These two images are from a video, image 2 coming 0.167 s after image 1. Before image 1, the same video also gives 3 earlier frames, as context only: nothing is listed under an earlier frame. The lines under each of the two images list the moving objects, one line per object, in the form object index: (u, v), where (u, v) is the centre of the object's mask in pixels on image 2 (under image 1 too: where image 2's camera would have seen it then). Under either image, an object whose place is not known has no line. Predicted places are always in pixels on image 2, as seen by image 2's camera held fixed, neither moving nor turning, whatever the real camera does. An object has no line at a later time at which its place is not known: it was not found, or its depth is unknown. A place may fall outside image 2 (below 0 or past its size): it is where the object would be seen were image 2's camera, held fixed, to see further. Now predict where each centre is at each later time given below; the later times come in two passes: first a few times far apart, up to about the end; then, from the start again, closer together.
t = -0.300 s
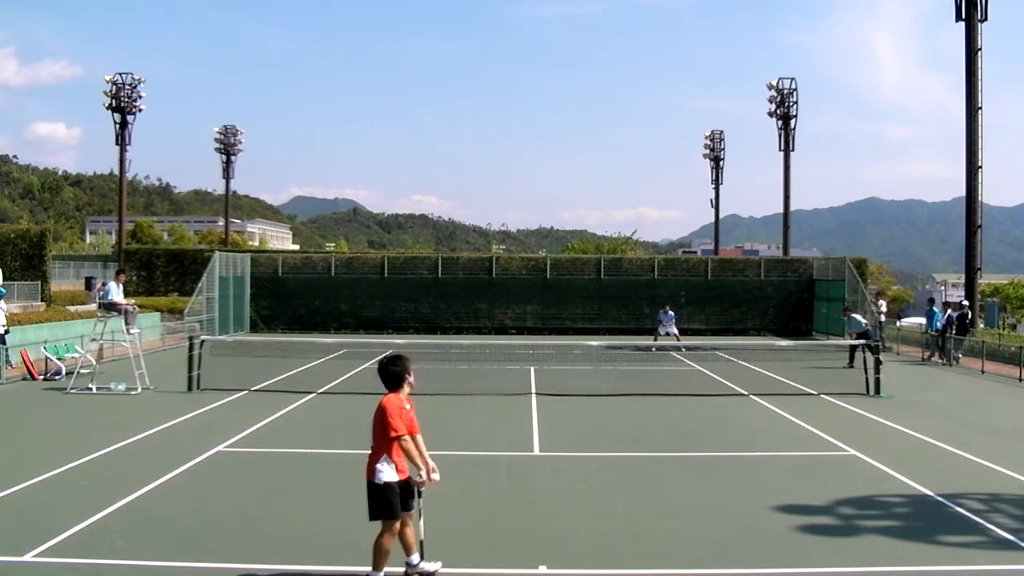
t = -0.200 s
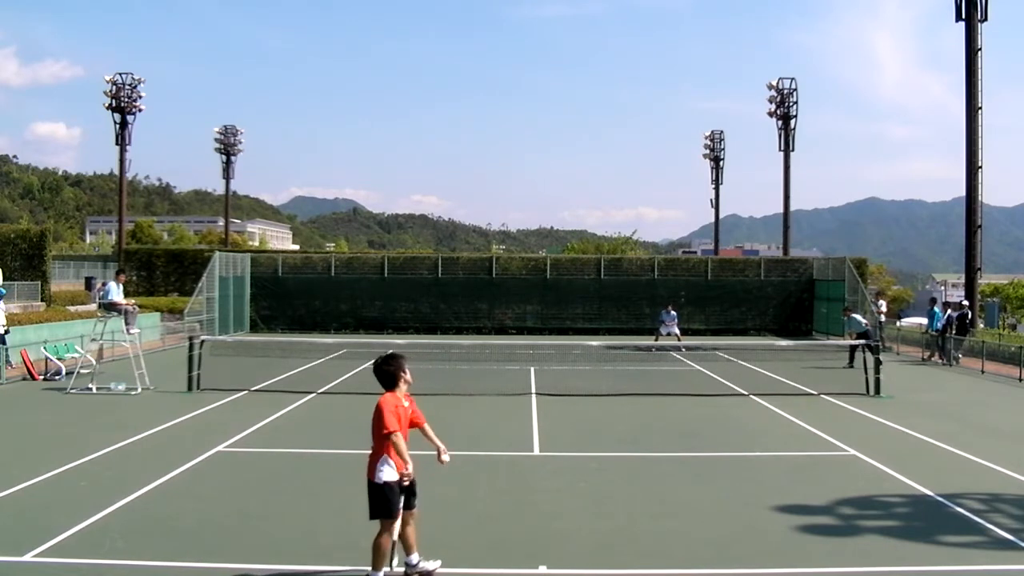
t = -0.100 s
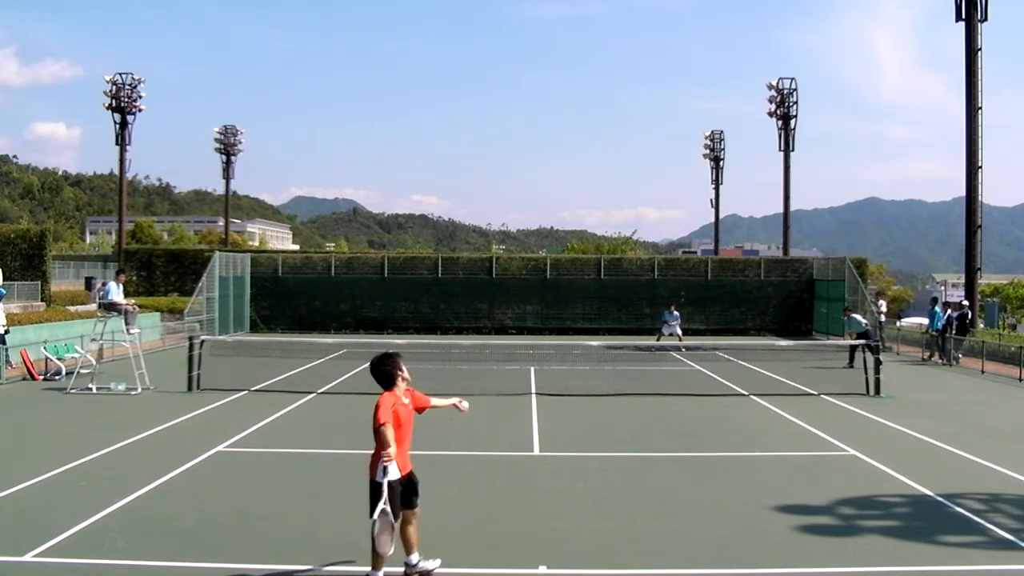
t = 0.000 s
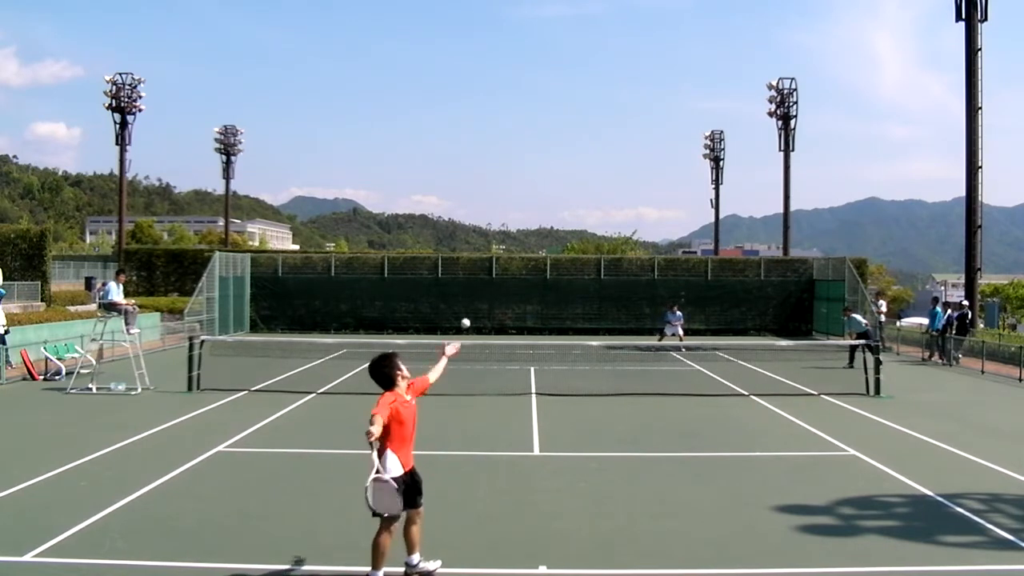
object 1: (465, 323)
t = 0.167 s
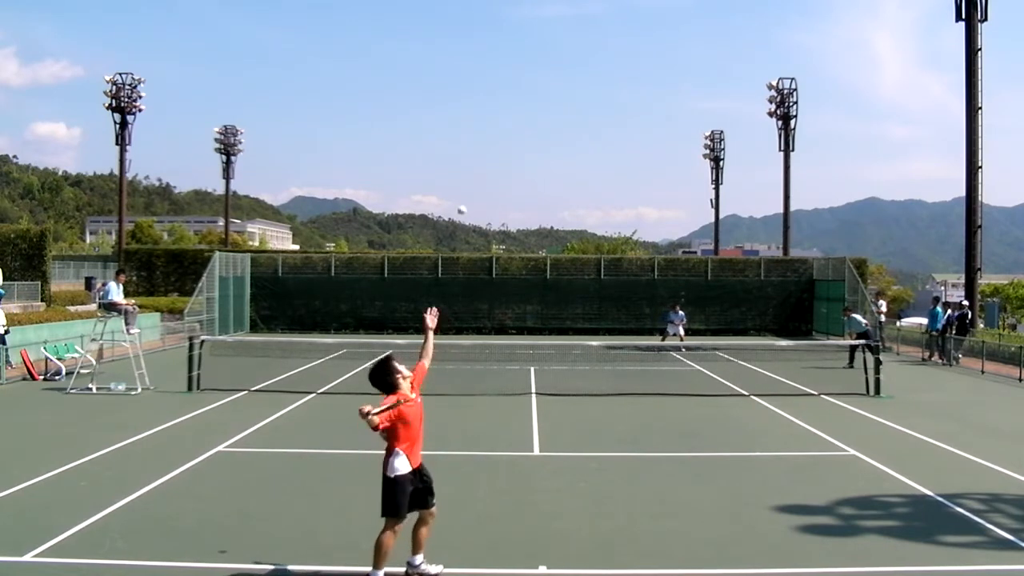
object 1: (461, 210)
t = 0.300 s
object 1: (458, 147)
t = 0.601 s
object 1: (450, 91)
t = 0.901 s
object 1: (439, 148)
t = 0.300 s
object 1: (458, 147)
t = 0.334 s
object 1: (458, 135)
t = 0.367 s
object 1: (457, 124)
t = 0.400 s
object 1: (456, 115)
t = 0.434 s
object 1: (455, 108)
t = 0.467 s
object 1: (454, 101)
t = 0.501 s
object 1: (453, 96)
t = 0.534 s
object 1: (452, 93)
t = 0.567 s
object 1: (451, 91)
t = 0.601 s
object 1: (450, 91)
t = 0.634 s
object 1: (449, 91)
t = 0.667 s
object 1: (448, 94)
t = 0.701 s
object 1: (447, 97)
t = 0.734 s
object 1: (446, 102)
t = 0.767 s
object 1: (445, 109)
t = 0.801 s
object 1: (443, 116)
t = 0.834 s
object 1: (442, 126)
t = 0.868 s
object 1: (440, 136)
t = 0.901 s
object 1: (439, 148)
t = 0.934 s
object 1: (438, 161)
